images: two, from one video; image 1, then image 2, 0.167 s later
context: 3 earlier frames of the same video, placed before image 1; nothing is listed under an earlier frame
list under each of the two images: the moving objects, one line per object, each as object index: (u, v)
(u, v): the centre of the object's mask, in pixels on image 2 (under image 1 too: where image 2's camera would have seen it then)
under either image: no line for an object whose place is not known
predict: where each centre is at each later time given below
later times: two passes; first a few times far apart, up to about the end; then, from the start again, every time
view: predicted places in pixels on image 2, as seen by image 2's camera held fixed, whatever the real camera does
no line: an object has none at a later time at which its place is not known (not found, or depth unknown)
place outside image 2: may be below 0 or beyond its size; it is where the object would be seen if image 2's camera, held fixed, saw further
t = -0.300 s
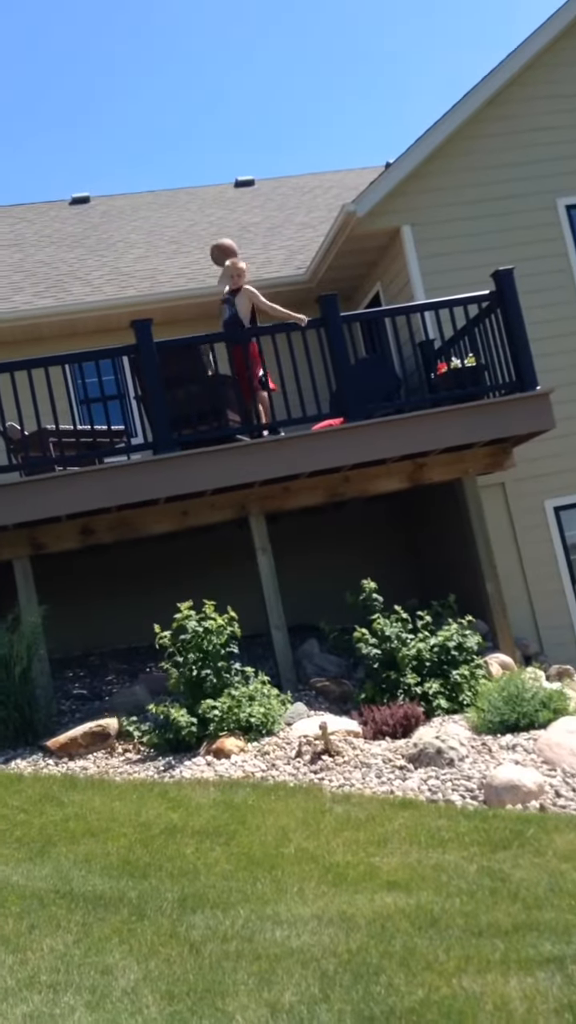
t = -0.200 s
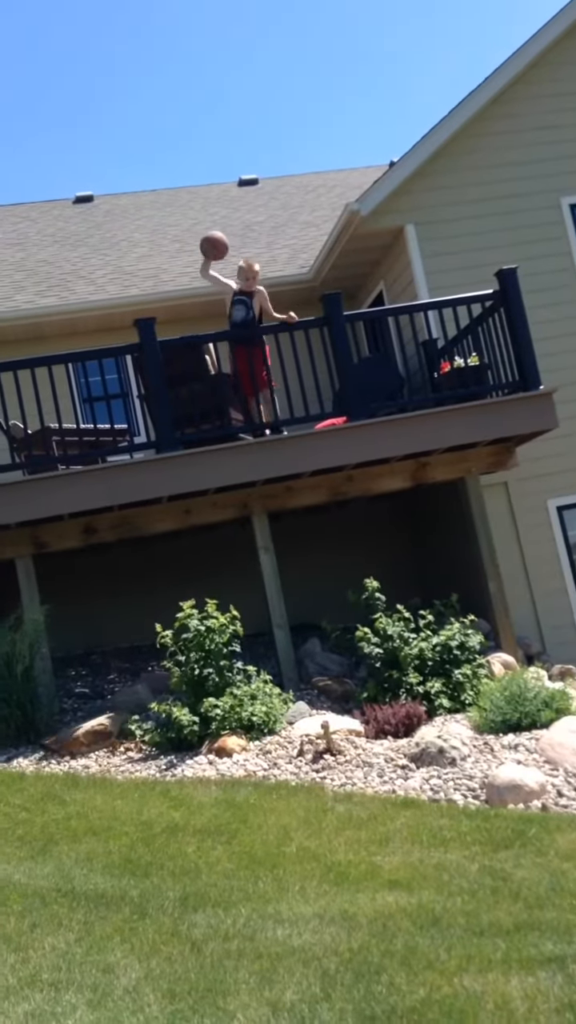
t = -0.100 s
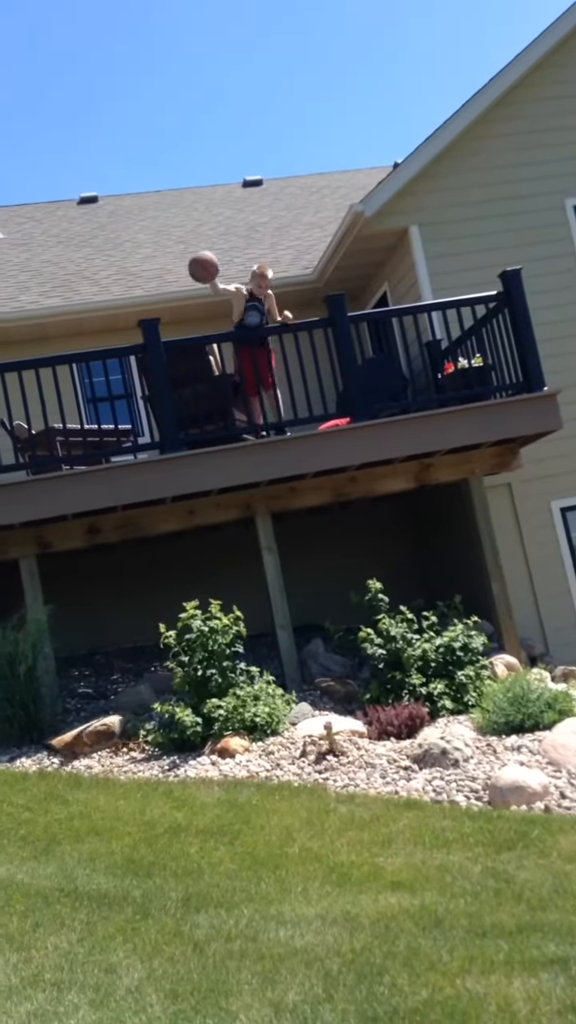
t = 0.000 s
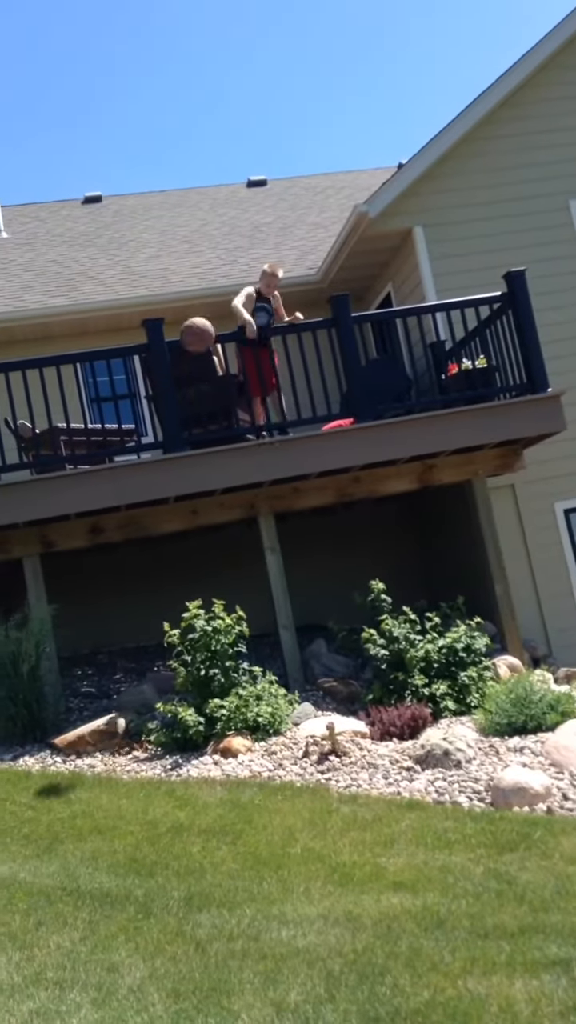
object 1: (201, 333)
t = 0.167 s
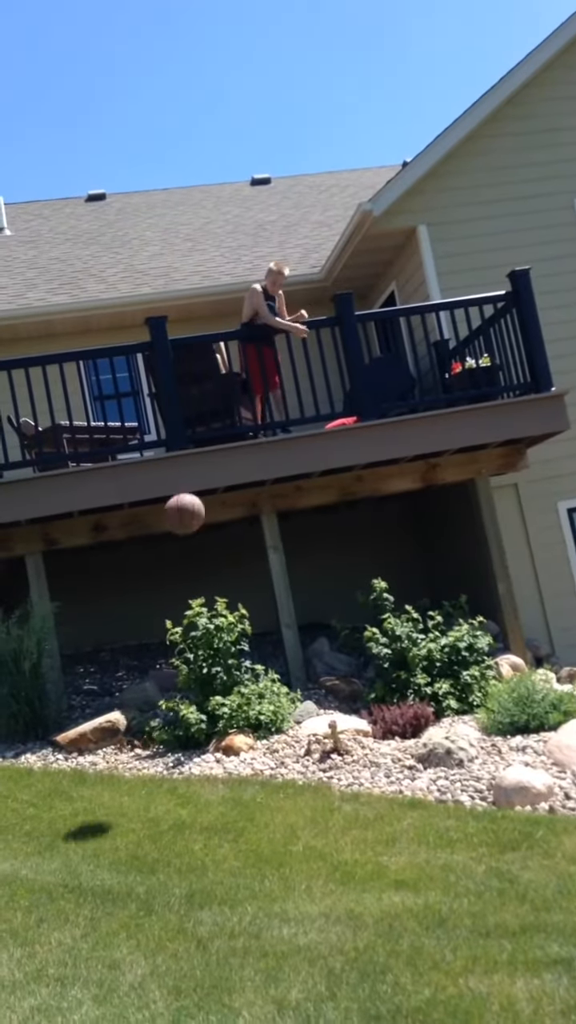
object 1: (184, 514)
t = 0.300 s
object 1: (170, 757)
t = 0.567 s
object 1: (131, 684)
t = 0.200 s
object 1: (180, 564)
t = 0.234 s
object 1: (177, 620)
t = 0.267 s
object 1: (174, 684)
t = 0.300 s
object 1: (170, 757)
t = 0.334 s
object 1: (168, 841)
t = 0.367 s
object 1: (163, 857)
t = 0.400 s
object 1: (157, 824)
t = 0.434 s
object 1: (151, 794)
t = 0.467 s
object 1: (145, 763)
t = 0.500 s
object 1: (140, 735)
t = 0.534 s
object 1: (135, 708)
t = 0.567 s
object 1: (131, 684)
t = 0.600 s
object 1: (127, 662)
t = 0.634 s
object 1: (123, 642)
